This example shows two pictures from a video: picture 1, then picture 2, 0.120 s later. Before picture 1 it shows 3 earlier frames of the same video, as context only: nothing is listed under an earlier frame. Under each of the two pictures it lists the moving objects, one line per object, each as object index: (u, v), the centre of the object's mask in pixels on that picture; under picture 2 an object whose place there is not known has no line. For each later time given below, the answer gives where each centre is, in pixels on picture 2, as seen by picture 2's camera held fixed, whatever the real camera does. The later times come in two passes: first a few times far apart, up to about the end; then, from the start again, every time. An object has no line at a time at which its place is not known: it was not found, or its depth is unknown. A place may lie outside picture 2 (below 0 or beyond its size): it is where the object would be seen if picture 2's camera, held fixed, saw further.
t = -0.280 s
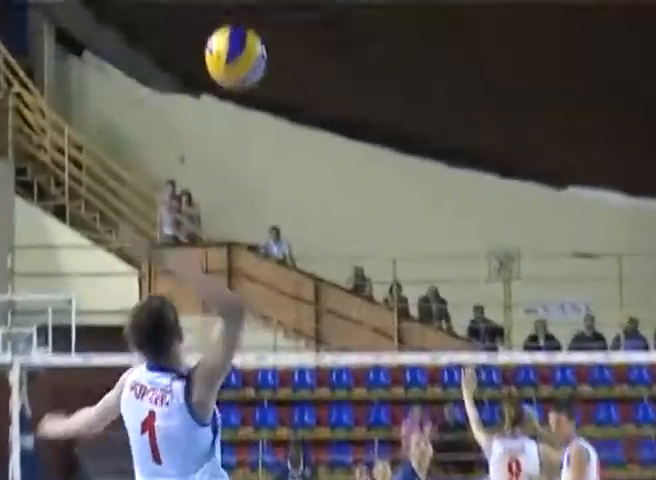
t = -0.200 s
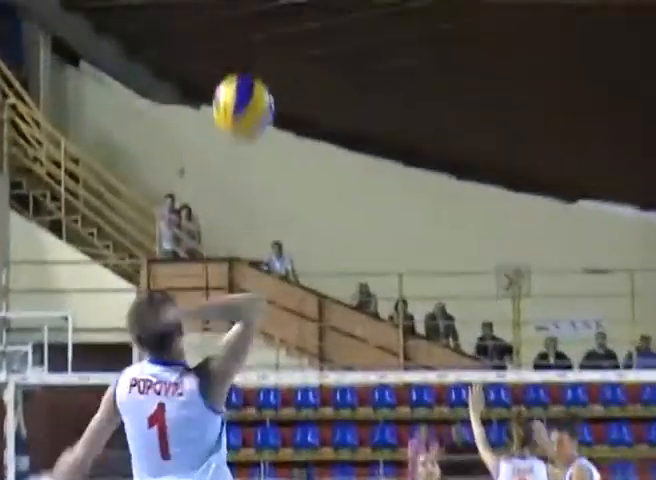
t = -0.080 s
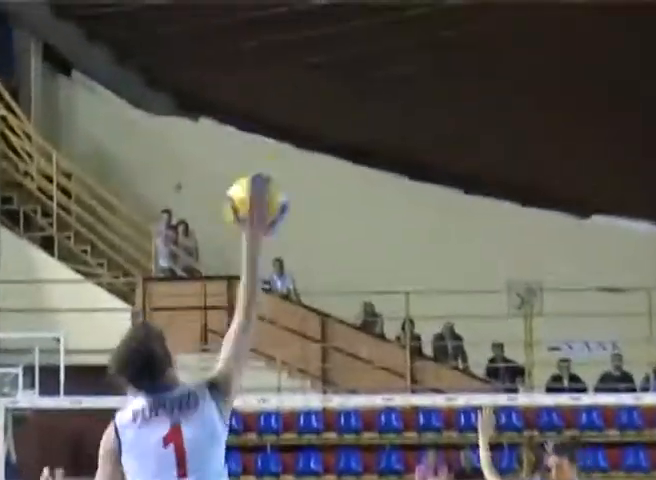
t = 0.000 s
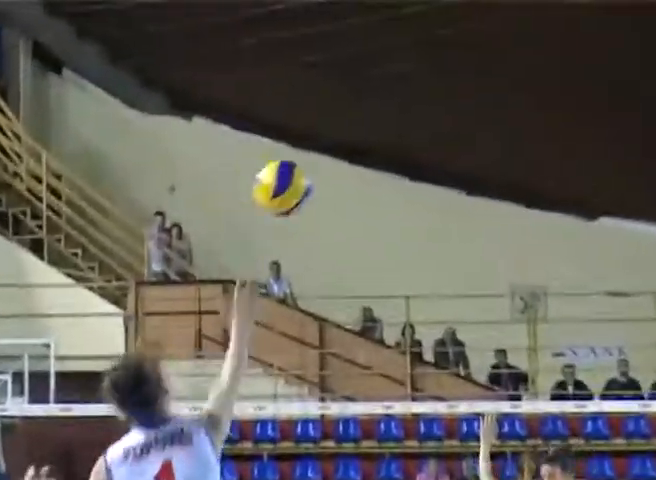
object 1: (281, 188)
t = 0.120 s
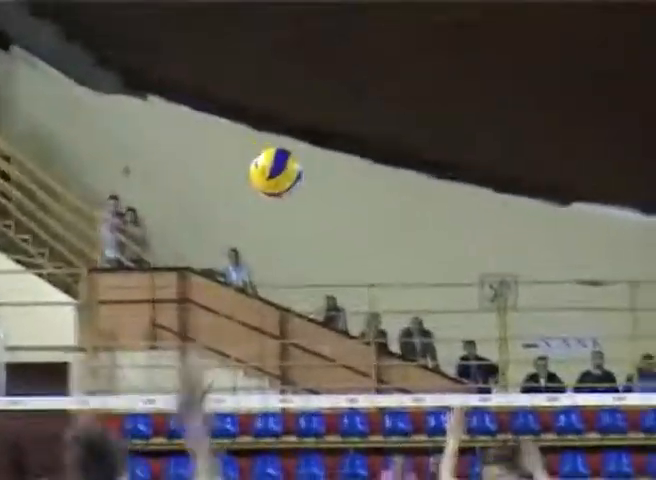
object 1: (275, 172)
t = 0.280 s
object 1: (307, 230)
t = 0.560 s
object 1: (336, 384)
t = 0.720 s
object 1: (339, 418)
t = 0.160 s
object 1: (284, 183)
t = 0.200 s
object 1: (292, 196)
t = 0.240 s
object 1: (300, 212)
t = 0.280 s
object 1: (307, 230)
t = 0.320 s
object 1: (314, 251)
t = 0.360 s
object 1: (320, 276)
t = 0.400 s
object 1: (325, 300)
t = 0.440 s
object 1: (330, 325)
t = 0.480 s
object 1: (334, 355)
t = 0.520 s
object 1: (336, 382)
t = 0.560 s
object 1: (336, 384)
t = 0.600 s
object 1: (337, 386)
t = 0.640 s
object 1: (336, 386)
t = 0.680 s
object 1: (337, 400)
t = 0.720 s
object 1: (339, 418)
